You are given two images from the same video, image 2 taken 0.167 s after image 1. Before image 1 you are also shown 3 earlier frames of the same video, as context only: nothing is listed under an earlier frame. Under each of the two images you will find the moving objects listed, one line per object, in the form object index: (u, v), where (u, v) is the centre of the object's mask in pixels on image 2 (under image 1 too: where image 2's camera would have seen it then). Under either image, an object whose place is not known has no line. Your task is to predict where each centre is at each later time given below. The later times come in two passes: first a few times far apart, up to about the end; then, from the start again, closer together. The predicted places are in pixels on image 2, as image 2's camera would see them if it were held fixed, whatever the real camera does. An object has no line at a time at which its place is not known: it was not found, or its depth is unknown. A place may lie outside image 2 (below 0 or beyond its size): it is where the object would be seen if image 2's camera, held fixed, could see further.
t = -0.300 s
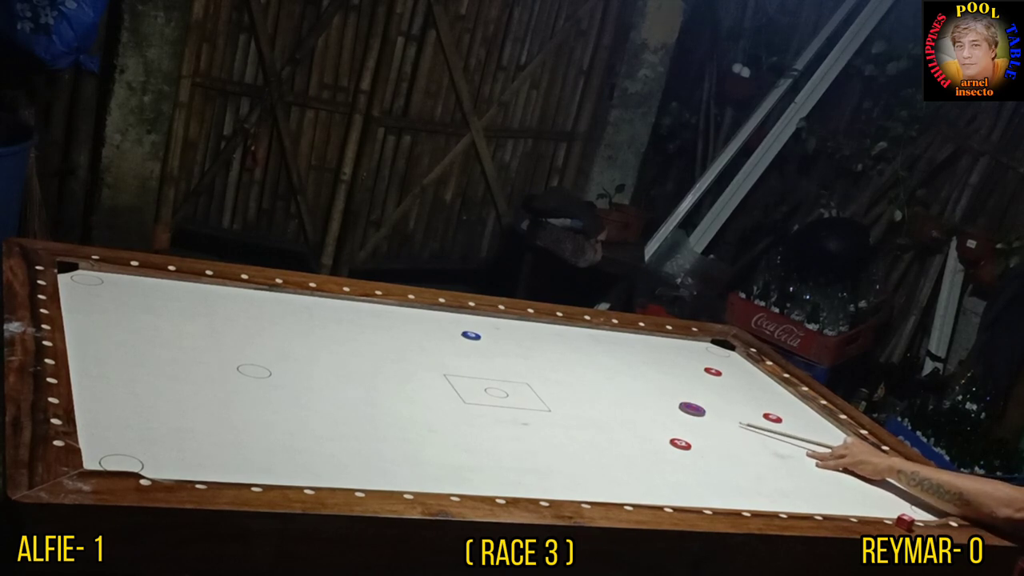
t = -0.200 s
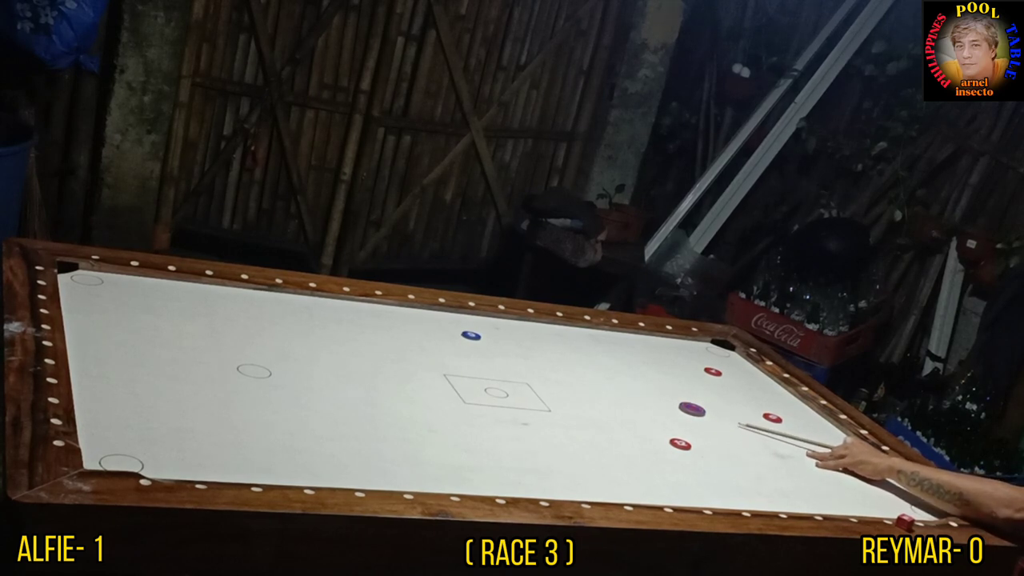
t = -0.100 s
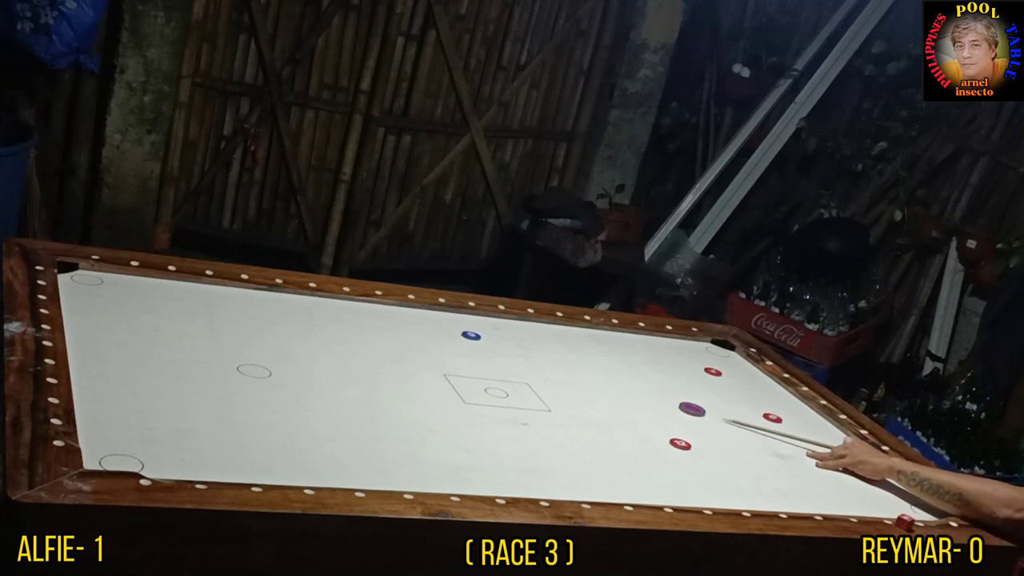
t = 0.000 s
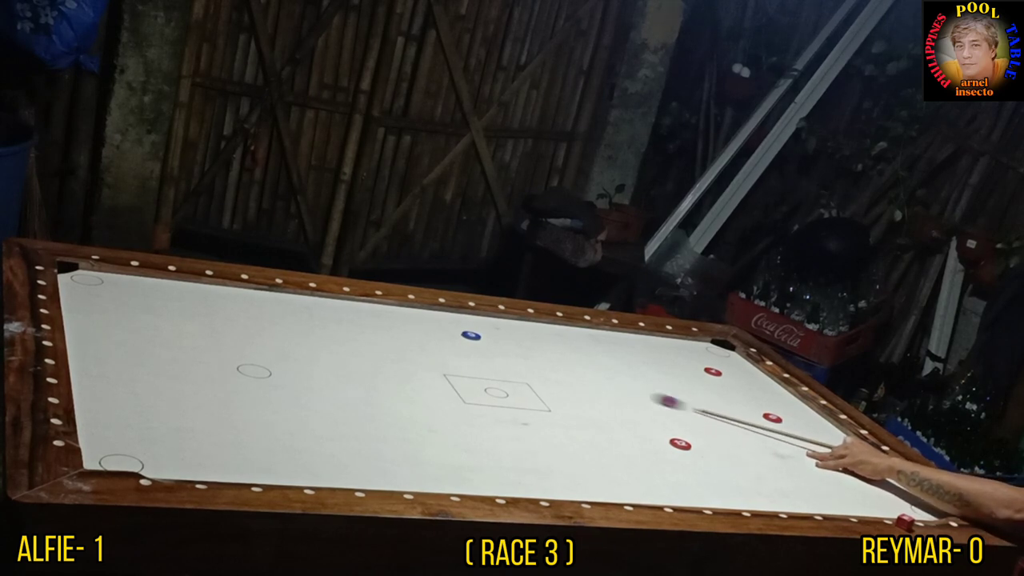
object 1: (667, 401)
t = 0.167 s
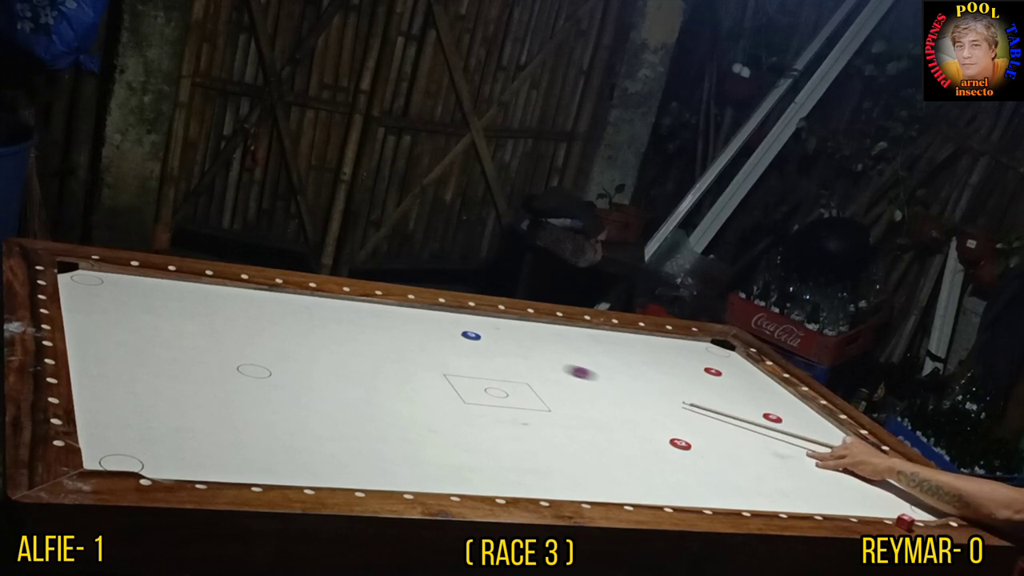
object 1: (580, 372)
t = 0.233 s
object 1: (546, 361)
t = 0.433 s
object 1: (469, 338)
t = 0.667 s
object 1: (417, 324)
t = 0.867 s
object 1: (379, 313)
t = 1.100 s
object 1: (340, 302)
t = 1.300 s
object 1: (329, 303)
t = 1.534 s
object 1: (318, 303)
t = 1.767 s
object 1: (313, 303)
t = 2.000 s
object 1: (313, 303)
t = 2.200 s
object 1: (313, 303)
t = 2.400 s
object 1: (313, 303)
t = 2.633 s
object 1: (312, 303)
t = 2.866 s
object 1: (313, 303)
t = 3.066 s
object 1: (313, 303)
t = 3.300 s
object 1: (313, 303)
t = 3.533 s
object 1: (313, 303)
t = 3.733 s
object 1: (313, 303)
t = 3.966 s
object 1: (313, 303)
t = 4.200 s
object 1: (313, 303)
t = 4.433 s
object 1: (313, 303)
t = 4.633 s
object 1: (313, 303)
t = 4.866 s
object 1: (313, 303)
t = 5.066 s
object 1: (313, 303)
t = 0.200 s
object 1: (564, 367)
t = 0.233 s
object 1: (546, 361)
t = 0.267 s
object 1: (530, 356)
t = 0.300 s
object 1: (514, 351)
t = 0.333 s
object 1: (498, 345)
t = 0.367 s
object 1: (486, 342)
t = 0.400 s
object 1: (477, 340)
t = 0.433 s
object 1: (469, 338)
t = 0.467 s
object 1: (461, 335)
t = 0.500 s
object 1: (454, 333)
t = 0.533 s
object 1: (446, 331)
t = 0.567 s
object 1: (439, 329)
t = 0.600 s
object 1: (432, 327)
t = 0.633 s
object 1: (424, 325)
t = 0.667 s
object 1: (417, 324)
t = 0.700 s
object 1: (411, 322)
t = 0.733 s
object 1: (404, 320)
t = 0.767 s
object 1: (397, 318)
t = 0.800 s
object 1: (391, 316)
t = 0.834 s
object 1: (385, 315)
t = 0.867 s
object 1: (379, 313)
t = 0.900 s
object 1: (373, 312)
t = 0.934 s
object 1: (367, 310)
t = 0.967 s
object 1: (361, 308)
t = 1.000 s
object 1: (356, 307)
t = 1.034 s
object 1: (350, 305)
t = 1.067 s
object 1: (345, 304)
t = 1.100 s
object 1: (340, 302)
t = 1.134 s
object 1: (338, 302)
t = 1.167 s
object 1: (336, 302)
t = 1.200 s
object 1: (334, 303)
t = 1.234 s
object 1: (333, 303)
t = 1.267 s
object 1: (331, 303)
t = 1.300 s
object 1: (329, 303)
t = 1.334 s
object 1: (327, 303)
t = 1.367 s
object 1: (326, 304)
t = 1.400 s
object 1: (324, 303)
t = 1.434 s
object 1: (322, 304)
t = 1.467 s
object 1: (321, 303)
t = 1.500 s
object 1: (320, 303)
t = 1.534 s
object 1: (318, 303)
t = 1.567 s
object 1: (317, 303)
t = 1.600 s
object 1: (316, 303)
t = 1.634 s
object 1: (315, 303)
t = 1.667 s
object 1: (314, 303)
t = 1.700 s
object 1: (313, 303)
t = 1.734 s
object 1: (313, 303)
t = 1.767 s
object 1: (313, 303)
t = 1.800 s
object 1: (313, 303)
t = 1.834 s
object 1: (313, 303)
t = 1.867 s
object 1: (313, 303)
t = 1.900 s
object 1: (313, 303)
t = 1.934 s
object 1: (313, 303)
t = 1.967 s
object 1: (313, 303)
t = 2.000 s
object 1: (313, 303)
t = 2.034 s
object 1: (313, 303)
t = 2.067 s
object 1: (313, 303)
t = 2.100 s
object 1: (313, 303)
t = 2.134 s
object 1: (313, 303)
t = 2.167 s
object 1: (313, 303)
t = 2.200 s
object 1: (313, 303)
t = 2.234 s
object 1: (313, 303)
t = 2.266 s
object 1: (313, 303)
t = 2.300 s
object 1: (313, 303)
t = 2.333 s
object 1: (313, 303)
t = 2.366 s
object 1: (313, 303)
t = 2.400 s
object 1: (313, 303)
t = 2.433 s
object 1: (313, 303)
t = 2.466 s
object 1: (313, 303)
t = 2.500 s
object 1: (313, 303)
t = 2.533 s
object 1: (313, 303)
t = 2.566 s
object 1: (313, 303)
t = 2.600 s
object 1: (313, 303)
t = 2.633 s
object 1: (312, 303)
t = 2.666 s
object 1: (312, 303)
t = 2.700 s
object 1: (312, 303)
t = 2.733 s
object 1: (312, 303)
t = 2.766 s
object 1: (312, 303)
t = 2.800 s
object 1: (312, 303)
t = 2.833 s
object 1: (312, 303)
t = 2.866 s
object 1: (313, 303)
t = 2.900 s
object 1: (313, 303)
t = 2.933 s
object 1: (312, 303)
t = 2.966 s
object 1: (313, 303)
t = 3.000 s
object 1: (313, 303)
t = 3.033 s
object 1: (313, 303)
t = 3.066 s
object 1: (313, 303)
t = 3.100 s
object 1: (313, 303)
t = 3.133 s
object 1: (313, 303)
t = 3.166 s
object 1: (313, 303)
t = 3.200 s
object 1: (313, 303)
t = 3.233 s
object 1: (313, 303)
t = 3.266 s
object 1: (313, 303)
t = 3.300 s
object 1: (313, 303)
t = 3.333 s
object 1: (313, 303)
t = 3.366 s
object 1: (313, 303)
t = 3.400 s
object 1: (312, 303)
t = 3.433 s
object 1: (313, 303)
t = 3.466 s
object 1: (313, 303)
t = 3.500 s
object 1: (313, 303)
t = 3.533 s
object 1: (313, 303)
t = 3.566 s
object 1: (313, 303)
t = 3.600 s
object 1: (313, 303)
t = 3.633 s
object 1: (313, 303)
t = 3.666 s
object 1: (313, 303)
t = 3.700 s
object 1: (313, 303)
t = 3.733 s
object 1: (313, 303)
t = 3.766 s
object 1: (313, 303)
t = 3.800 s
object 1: (313, 303)
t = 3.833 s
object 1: (313, 303)
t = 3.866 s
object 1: (313, 303)
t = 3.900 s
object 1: (313, 303)
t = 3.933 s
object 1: (313, 303)
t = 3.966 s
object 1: (313, 303)
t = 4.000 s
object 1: (313, 303)
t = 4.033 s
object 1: (313, 303)
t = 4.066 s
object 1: (313, 303)
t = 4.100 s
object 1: (313, 303)
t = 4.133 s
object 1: (313, 303)
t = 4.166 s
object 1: (313, 303)
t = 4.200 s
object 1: (313, 303)
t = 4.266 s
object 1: (313, 303)
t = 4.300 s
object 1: (313, 303)
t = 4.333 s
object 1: (313, 303)
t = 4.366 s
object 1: (313, 303)
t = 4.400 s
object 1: (313, 303)
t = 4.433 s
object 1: (313, 303)
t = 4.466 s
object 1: (313, 303)
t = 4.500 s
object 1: (313, 303)
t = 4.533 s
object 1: (313, 303)
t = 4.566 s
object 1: (313, 303)
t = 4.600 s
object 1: (313, 303)
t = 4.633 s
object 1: (313, 303)
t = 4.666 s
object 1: (313, 303)
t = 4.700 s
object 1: (313, 303)
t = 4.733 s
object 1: (313, 303)
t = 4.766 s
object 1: (313, 303)
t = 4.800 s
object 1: (313, 303)
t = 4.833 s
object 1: (313, 303)
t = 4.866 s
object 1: (313, 303)
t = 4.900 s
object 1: (313, 303)
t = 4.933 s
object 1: (313, 303)
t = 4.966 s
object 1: (313, 303)
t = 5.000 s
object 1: (313, 303)
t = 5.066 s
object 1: (313, 303)
